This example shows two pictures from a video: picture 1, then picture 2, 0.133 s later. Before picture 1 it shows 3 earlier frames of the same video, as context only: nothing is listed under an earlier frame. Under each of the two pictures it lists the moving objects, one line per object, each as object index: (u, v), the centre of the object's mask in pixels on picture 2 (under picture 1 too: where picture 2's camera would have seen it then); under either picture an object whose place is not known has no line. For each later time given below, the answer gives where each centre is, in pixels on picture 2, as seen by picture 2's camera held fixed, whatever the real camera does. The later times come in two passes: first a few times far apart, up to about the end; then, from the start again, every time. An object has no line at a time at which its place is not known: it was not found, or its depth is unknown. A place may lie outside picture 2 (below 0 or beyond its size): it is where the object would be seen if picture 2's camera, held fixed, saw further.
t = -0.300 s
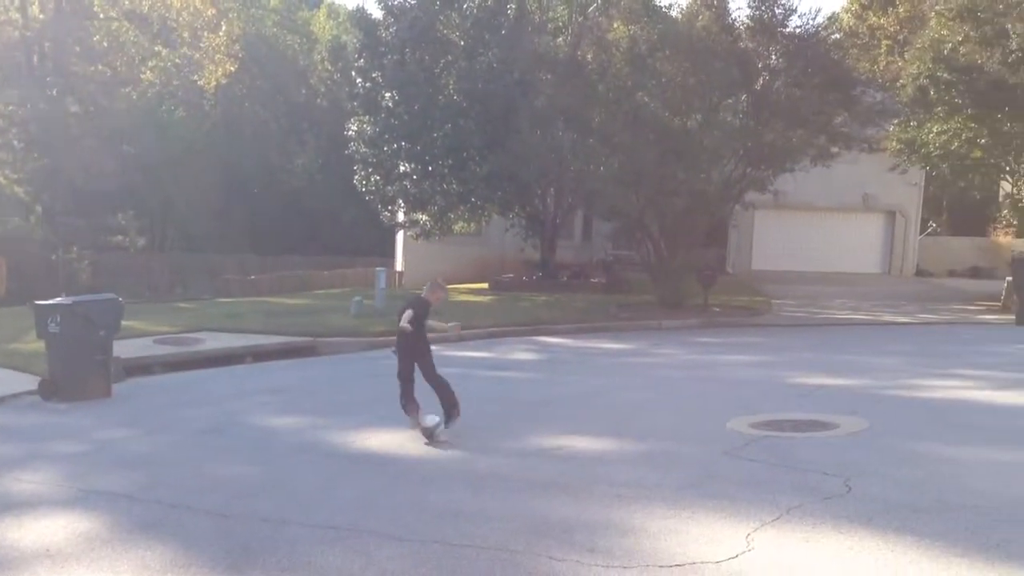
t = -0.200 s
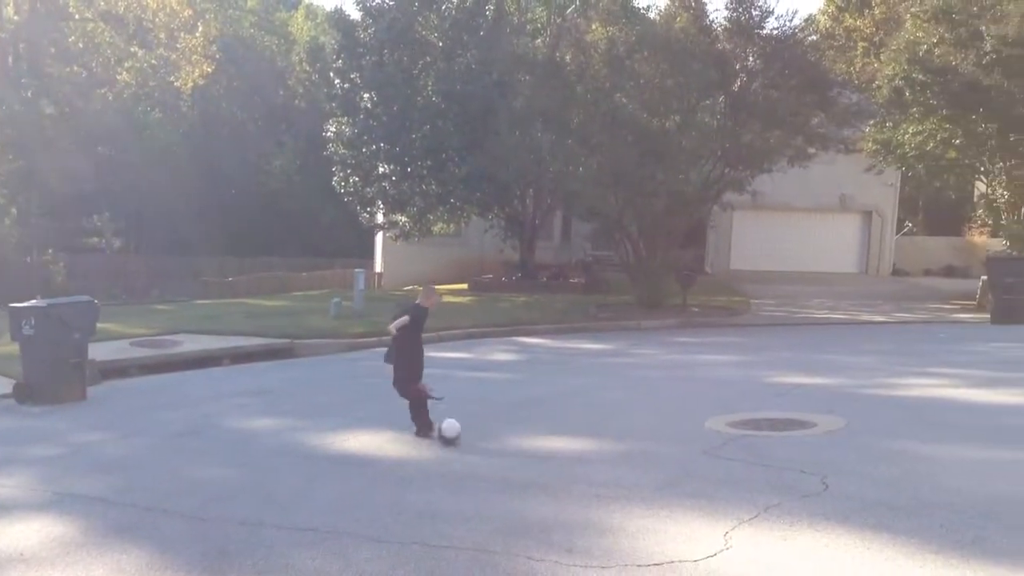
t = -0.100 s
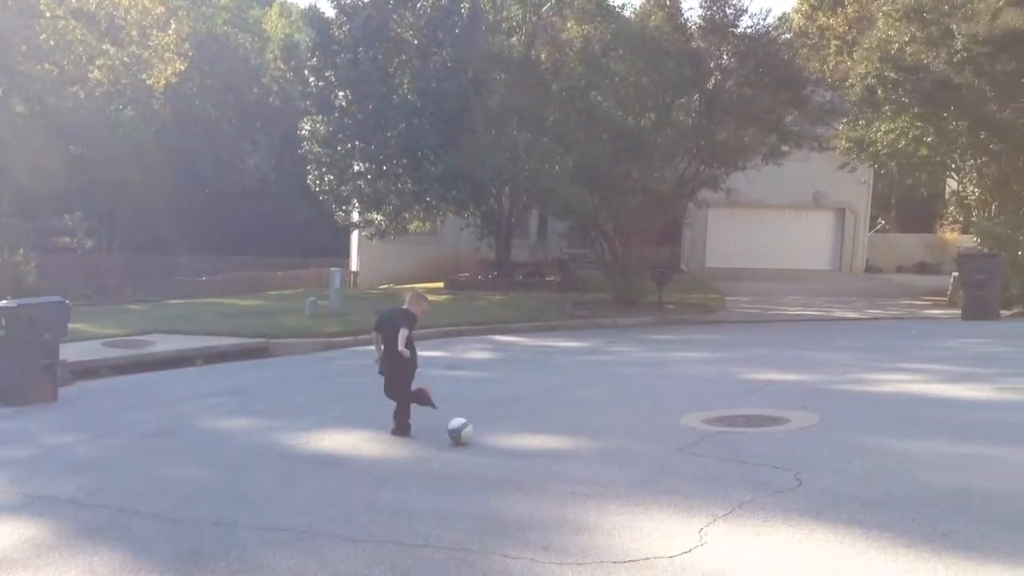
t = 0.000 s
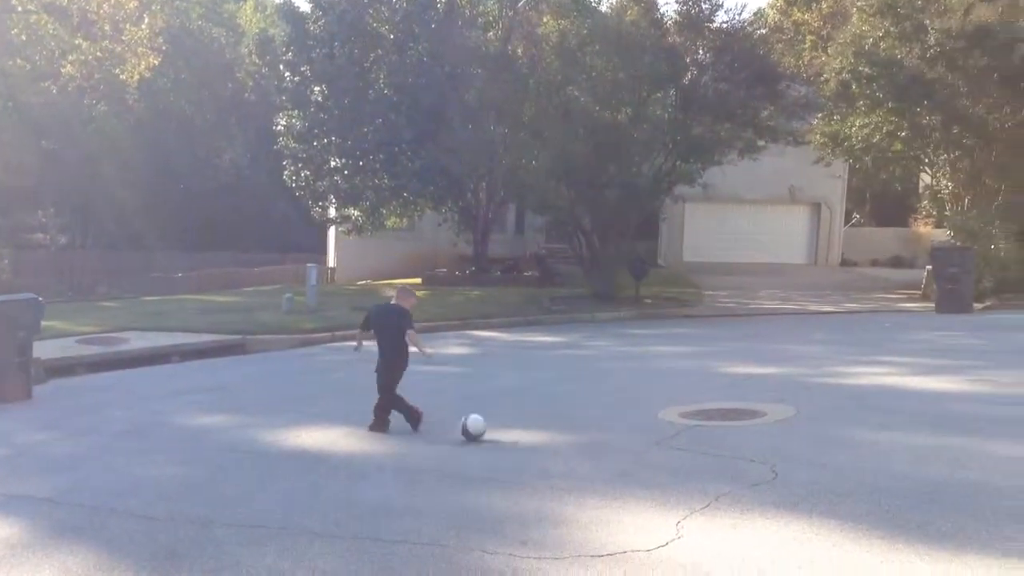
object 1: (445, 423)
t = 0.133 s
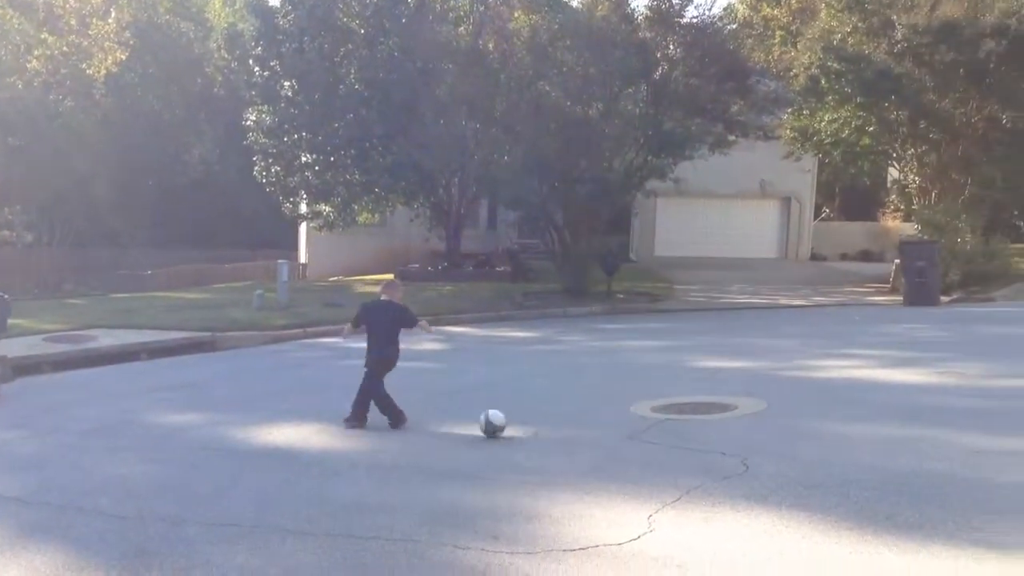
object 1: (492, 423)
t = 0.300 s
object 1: (552, 425)
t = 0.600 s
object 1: (659, 425)
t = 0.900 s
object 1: (762, 426)
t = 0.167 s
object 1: (505, 424)
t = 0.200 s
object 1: (517, 424)
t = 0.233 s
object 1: (529, 425)
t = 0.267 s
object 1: (540, 424)
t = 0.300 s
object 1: (552, 425)
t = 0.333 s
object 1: (564, 423)
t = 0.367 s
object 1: (576, 424)
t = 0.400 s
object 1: (587, 425)
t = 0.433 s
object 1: (600, 425)
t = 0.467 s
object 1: (612, 425)
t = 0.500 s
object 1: (623, 424)
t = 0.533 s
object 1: (635, 424)
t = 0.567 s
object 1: (647, 424)
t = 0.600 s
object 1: (659, 425)
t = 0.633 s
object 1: (669, 425)
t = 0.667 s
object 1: (682, 426)
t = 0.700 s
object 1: (693, 425)
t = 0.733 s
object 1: (703, 425)
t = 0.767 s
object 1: (716, 425)
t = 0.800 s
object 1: (729, 426)
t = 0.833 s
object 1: (738, 426)
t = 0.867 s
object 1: (751, 426)
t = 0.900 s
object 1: (762, 426)
